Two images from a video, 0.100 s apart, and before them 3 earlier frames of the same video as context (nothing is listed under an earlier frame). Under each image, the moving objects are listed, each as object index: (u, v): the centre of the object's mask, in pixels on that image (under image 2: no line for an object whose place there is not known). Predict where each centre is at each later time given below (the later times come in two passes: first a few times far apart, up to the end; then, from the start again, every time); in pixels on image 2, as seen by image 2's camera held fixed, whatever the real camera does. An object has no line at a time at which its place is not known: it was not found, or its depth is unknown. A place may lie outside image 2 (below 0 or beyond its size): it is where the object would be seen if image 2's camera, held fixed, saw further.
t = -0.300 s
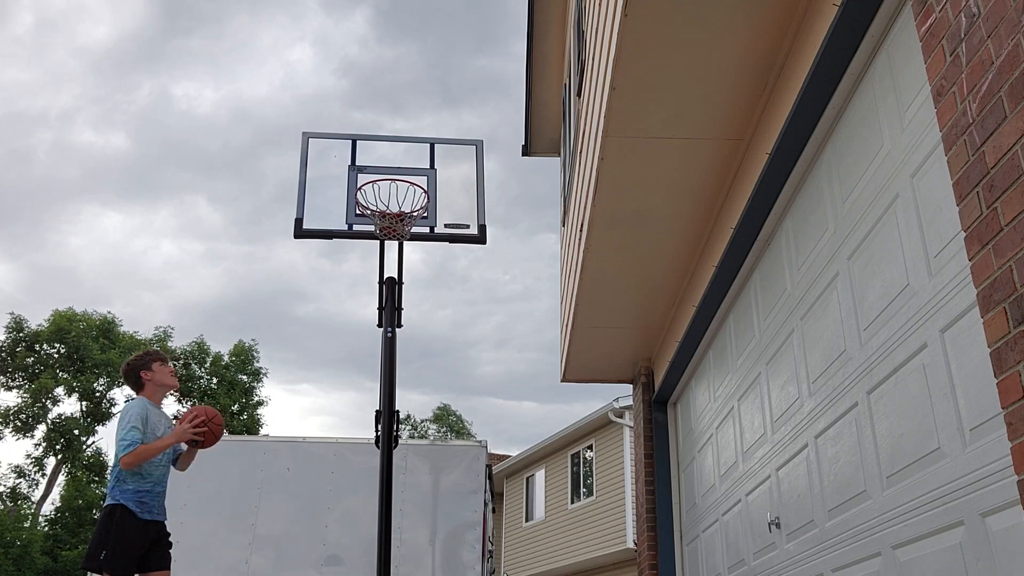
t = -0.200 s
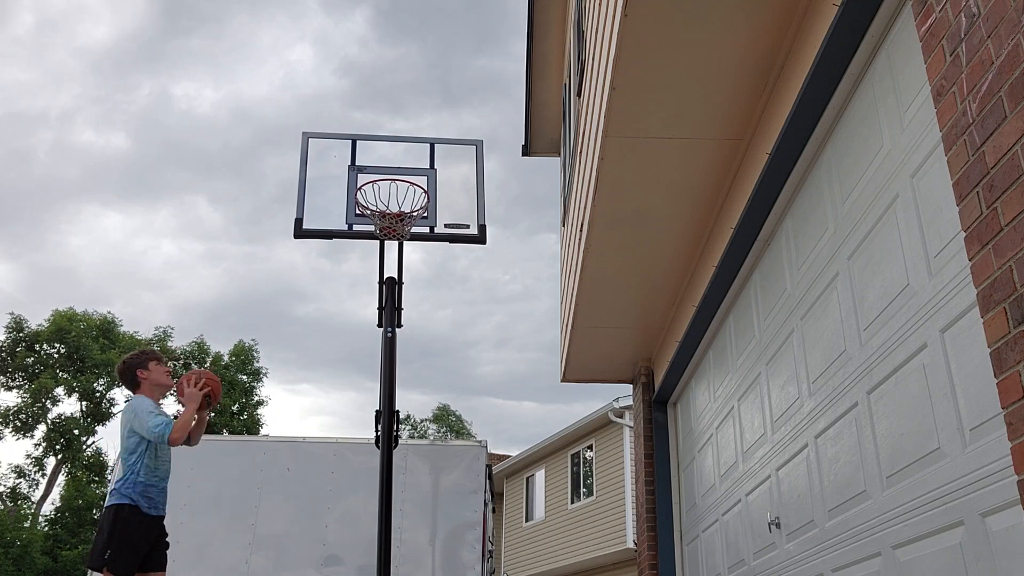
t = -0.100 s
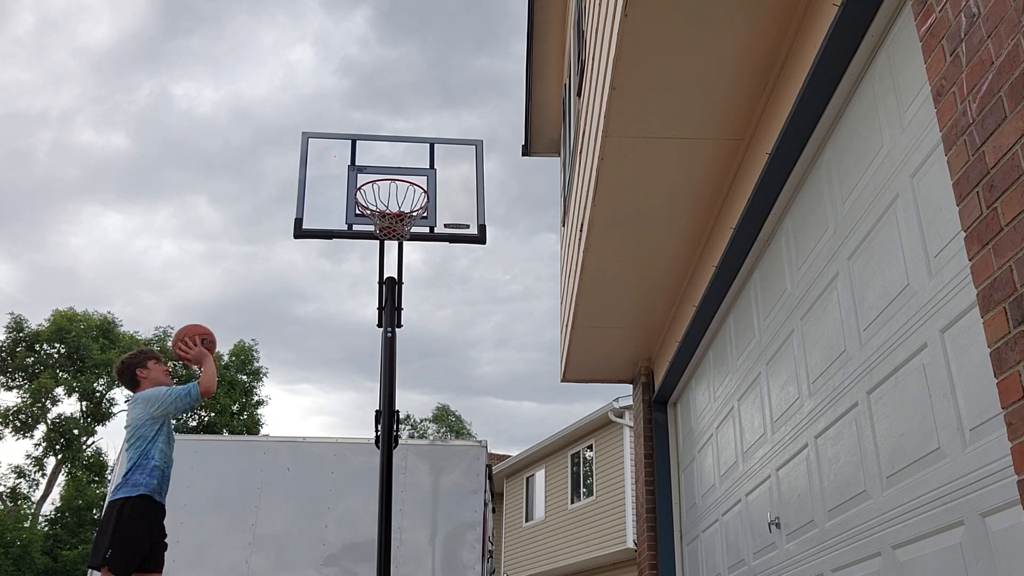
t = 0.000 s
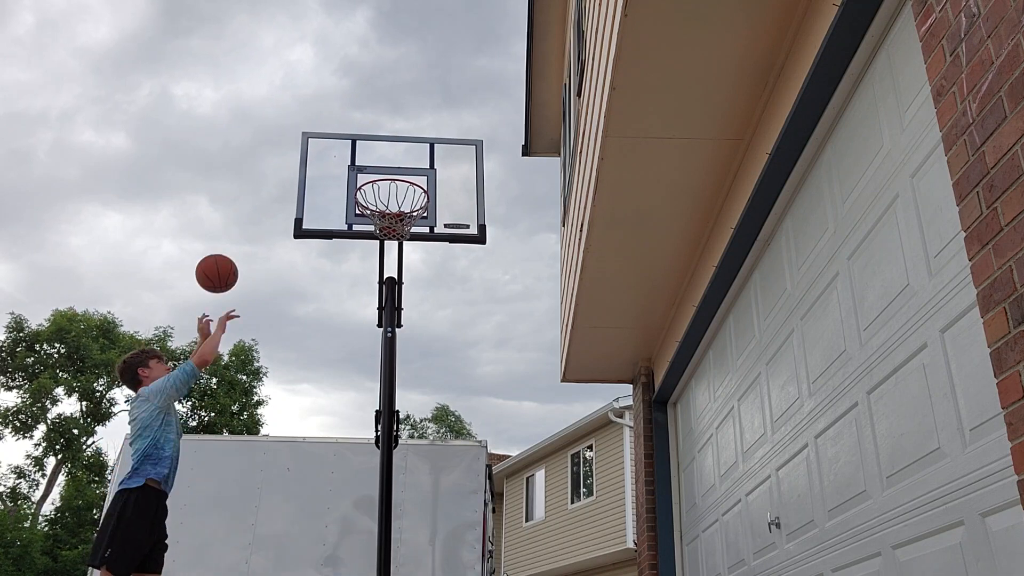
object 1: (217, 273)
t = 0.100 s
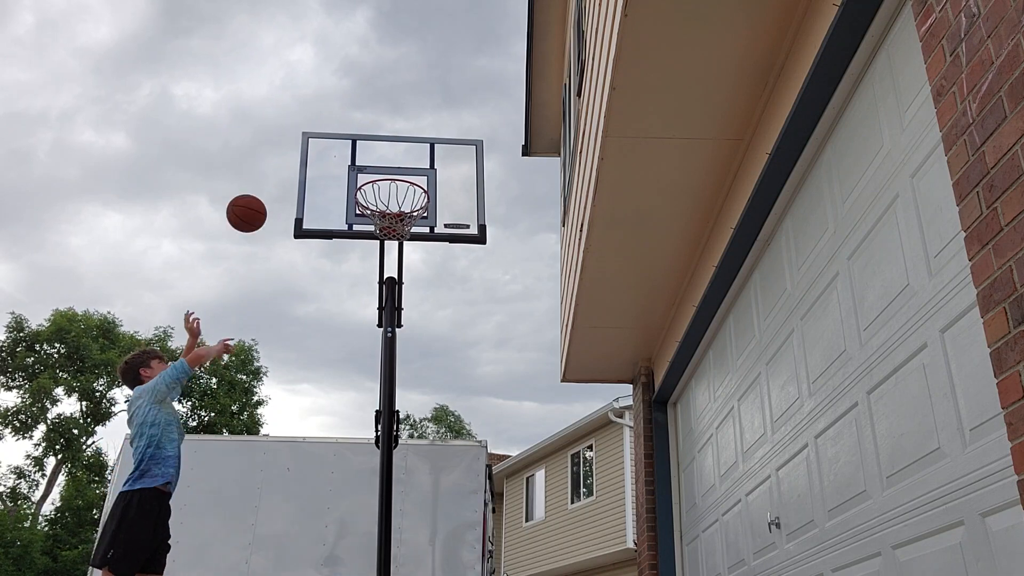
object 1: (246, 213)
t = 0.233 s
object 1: (280, 159)
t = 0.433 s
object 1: (319, 124)
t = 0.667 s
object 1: (355, 146)
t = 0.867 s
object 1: (386, 202)
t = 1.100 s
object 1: (392, 221)
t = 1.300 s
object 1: (381, 231)
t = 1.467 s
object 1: (387, 258)
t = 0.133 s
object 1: (255, 197)
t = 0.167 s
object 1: (264, 183)
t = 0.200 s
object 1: (272, 170)
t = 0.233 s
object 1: (280, 159)
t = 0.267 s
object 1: (287, 150)
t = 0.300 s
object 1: (294, 142)
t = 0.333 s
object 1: (301, 135)
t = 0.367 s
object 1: (307, 130)
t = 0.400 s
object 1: (313, 126)
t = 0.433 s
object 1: (319, 124)
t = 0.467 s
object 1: (325, 123)
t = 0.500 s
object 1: (330, 124)
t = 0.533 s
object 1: (335, 125)
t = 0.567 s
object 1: (341, 129)
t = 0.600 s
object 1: (345, 133)
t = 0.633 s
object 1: (350, 139)
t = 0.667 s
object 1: (355, 146)
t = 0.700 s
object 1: (359, 154)
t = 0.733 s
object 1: (363, 164)
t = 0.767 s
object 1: (367, 175)
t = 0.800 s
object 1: (371, 188)
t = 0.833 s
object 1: (378, 196)
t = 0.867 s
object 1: (386, 202)
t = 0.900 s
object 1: (393, 210)
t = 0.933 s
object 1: (399, 225)
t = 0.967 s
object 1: (405, 231)
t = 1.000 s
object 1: (404, 228)
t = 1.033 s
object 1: (400, 225)
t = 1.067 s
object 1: (396, 222)
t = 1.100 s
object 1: (392, 221)
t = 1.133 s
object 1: (388, 221)
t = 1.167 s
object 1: (385, 221)
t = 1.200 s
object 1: (383, 221)
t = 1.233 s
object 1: (382, 223)
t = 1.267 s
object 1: (381, 227)
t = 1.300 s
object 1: (381, 231)
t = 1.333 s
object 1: (382, 234)
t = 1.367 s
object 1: (383, 238)
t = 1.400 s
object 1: (385, 242)
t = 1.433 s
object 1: (386, 249)
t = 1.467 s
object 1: (387, 258)
